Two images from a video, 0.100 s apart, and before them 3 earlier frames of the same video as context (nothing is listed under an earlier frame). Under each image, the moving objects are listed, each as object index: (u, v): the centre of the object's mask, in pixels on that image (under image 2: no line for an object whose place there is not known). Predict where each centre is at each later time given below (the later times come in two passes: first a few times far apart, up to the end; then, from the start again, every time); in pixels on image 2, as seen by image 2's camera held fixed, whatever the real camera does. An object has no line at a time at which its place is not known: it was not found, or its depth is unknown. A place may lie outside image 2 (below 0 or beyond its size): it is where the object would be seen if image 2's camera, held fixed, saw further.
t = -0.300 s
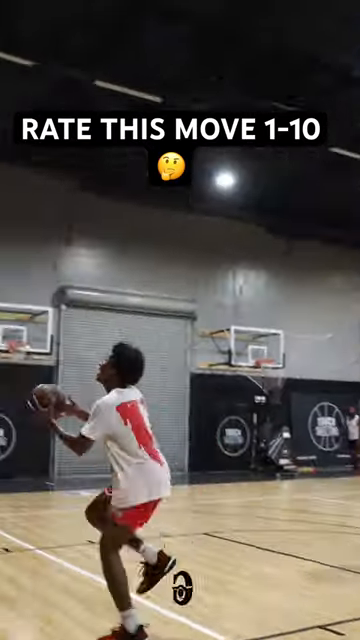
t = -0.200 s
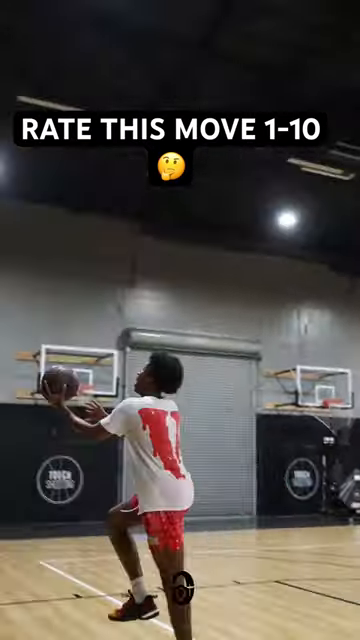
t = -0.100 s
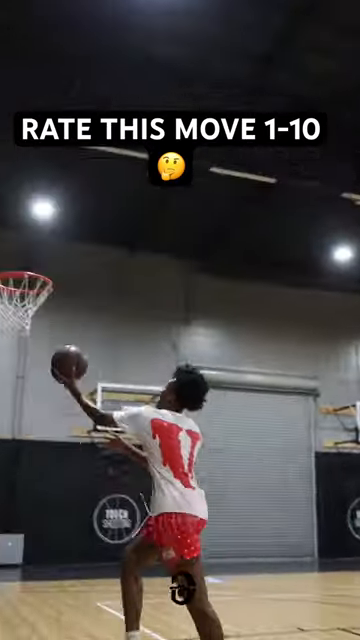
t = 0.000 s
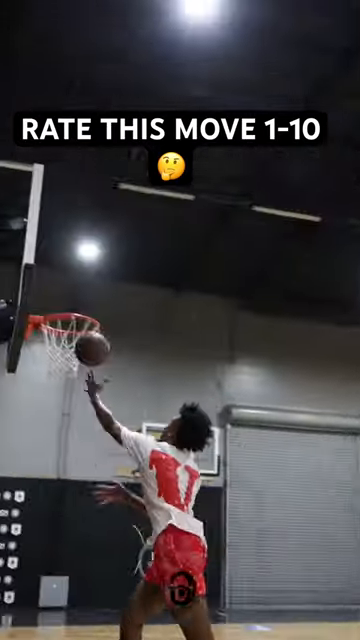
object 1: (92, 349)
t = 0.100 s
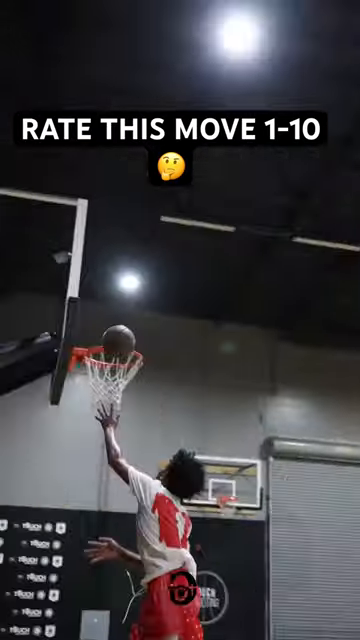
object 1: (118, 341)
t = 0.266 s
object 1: (95, 310)
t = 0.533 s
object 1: (115, 320)
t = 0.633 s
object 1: (123, 338)
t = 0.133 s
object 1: (113, 331)
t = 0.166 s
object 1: (108, 325)
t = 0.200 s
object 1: (103, 318)
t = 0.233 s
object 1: (99, 313)
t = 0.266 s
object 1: (95, 310)
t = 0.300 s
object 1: (92, 308)
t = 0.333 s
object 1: (94, 307)
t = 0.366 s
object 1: (98, 304)
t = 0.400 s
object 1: (101, 305)
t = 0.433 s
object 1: (104, 308)
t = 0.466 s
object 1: (107, 311)
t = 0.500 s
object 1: (111, 315)
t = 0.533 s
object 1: (115, 320)
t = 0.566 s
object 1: (118, 327)
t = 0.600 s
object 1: (123, 330)
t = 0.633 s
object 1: (123, 338)
